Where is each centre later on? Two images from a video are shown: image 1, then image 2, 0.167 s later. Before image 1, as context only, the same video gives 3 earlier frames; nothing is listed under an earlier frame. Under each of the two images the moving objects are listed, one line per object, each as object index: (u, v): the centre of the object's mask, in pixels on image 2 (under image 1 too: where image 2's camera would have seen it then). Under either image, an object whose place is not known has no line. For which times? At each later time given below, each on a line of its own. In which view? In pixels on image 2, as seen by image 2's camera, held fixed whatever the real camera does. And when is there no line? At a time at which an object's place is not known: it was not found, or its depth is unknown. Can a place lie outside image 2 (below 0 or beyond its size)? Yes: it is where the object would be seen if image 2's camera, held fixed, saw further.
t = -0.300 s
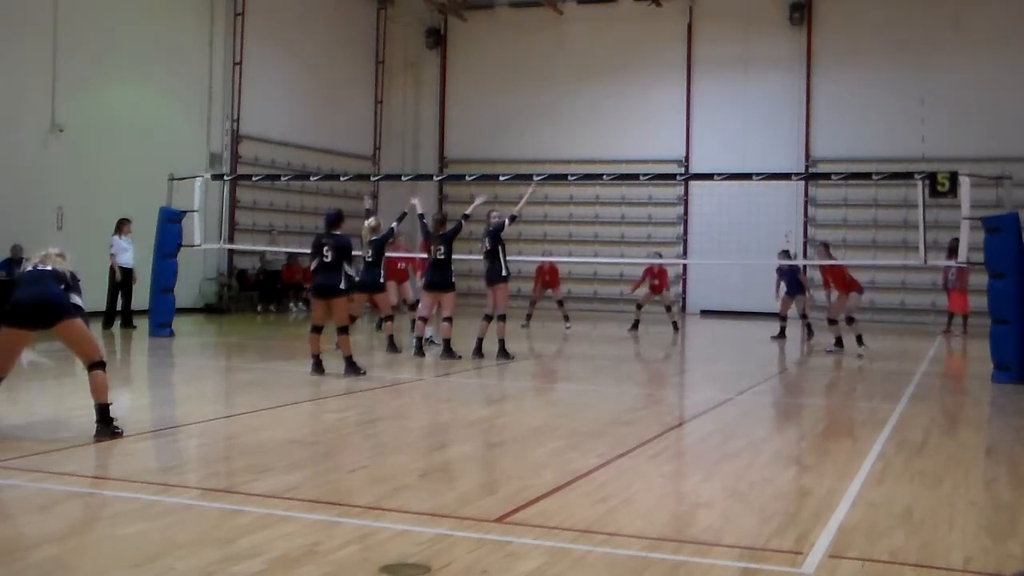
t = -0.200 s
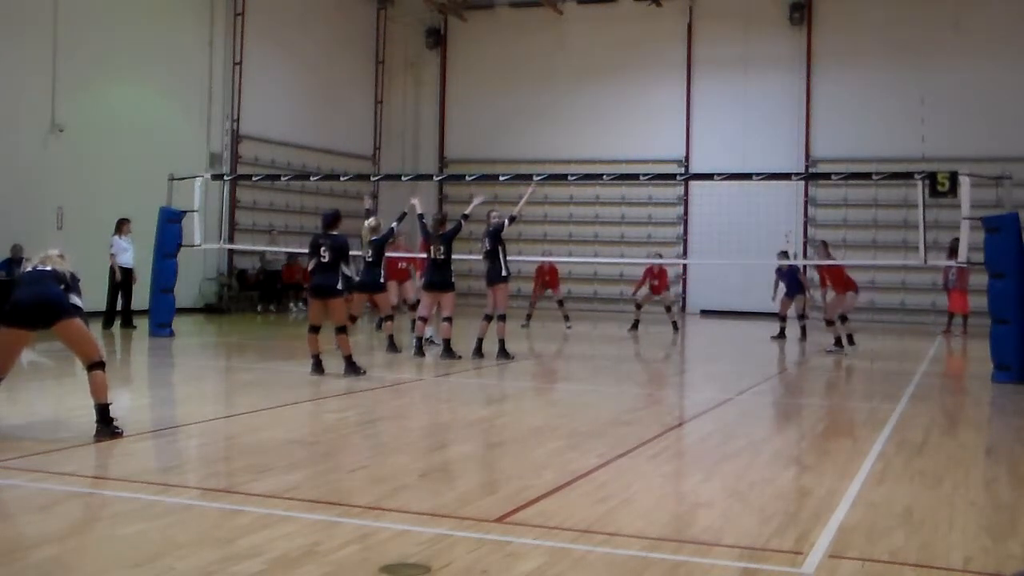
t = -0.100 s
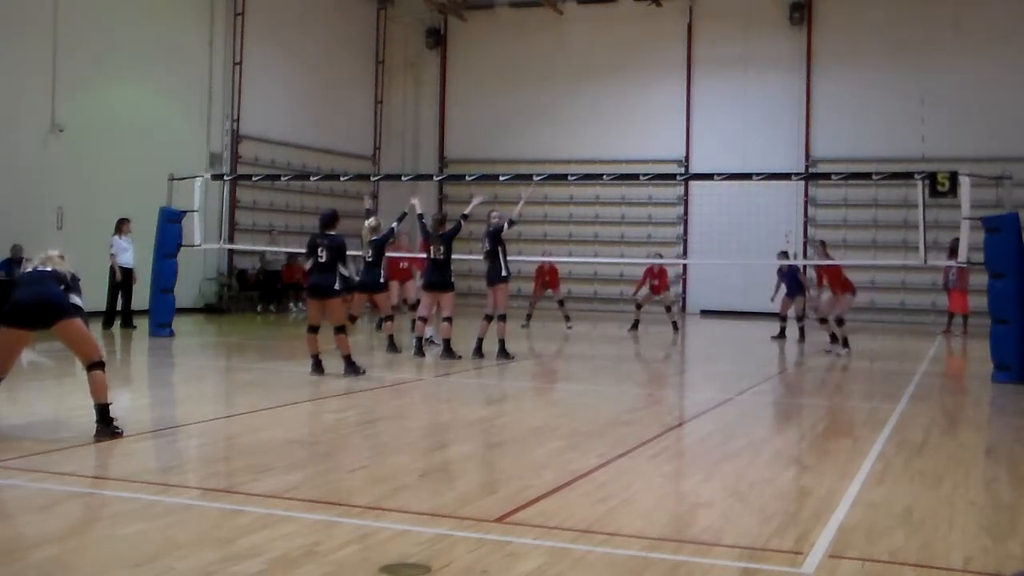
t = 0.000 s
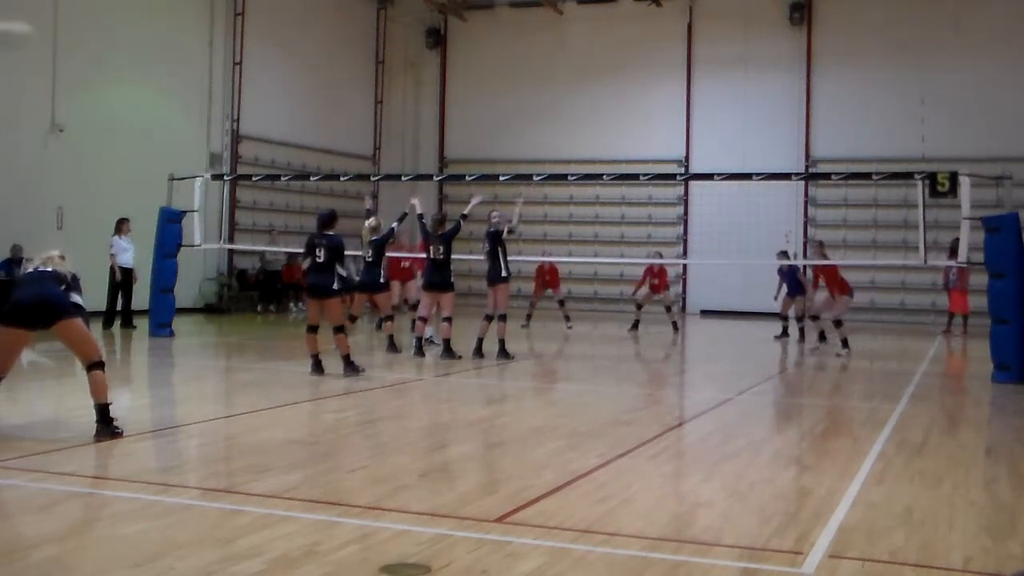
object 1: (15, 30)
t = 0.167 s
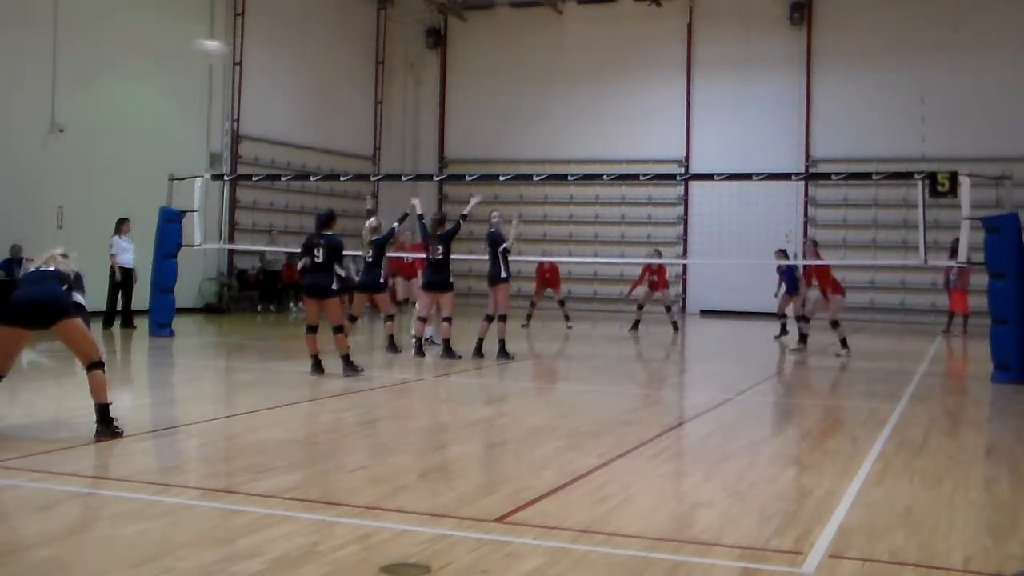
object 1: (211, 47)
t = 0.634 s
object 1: (479, 170)
